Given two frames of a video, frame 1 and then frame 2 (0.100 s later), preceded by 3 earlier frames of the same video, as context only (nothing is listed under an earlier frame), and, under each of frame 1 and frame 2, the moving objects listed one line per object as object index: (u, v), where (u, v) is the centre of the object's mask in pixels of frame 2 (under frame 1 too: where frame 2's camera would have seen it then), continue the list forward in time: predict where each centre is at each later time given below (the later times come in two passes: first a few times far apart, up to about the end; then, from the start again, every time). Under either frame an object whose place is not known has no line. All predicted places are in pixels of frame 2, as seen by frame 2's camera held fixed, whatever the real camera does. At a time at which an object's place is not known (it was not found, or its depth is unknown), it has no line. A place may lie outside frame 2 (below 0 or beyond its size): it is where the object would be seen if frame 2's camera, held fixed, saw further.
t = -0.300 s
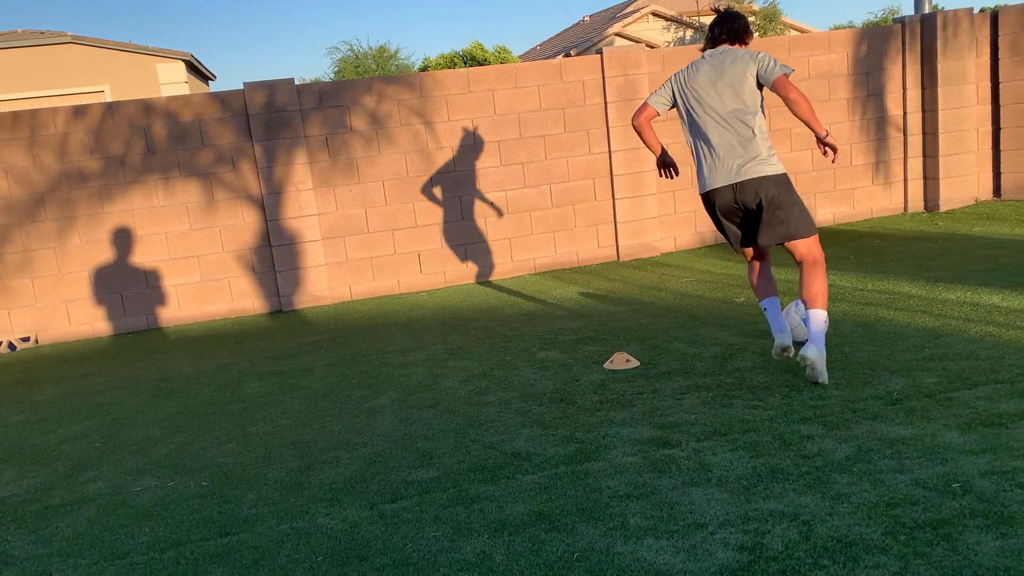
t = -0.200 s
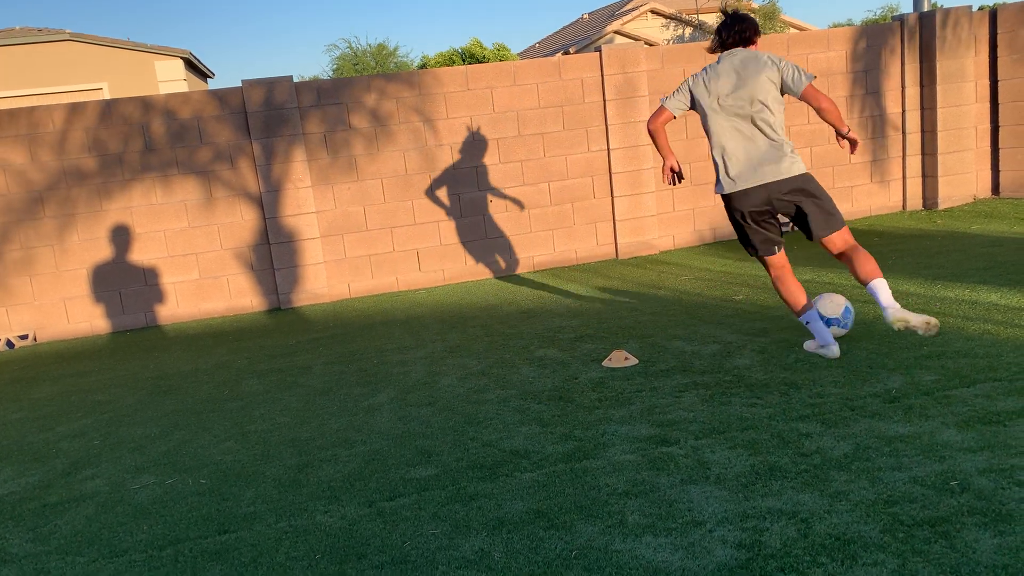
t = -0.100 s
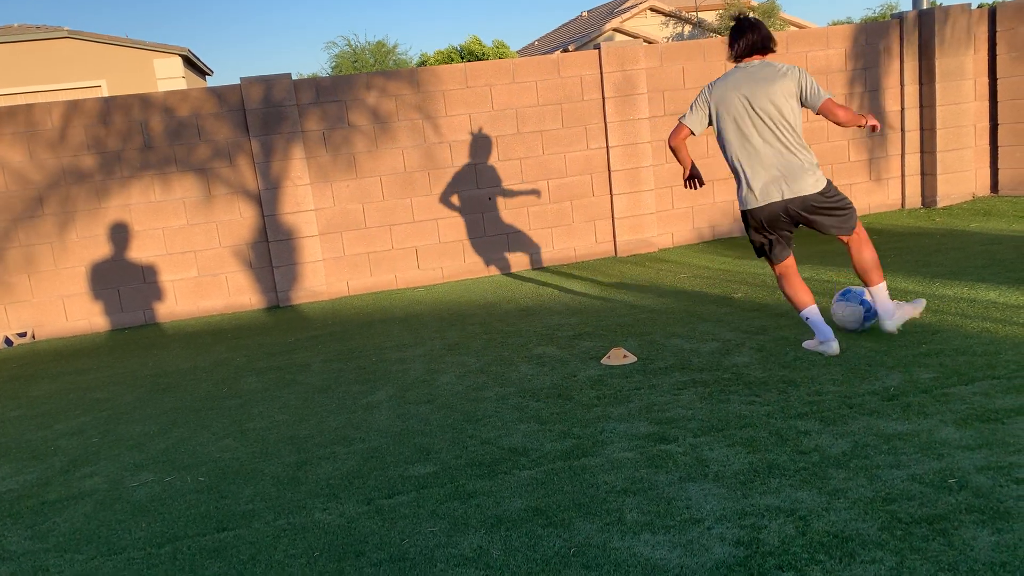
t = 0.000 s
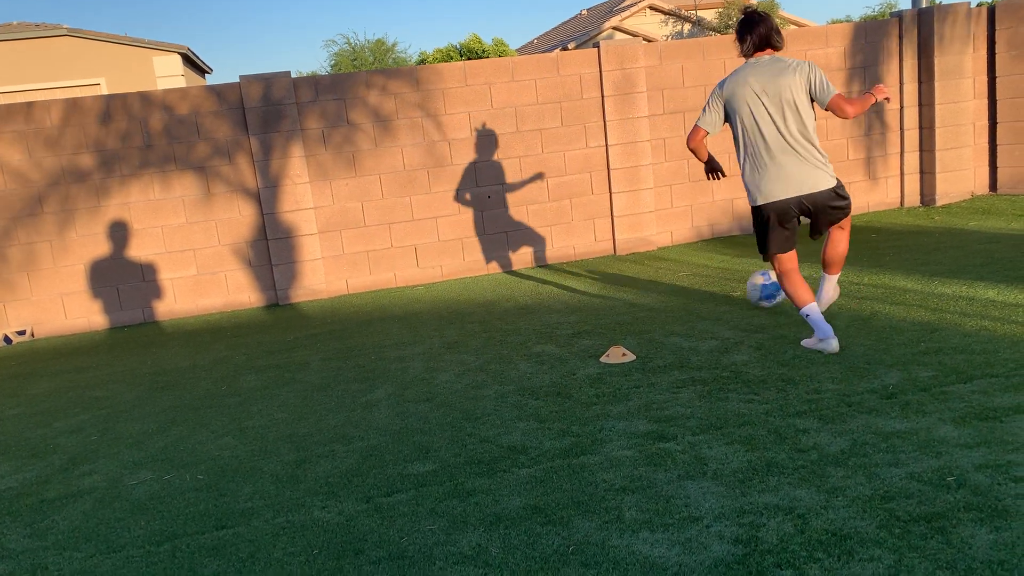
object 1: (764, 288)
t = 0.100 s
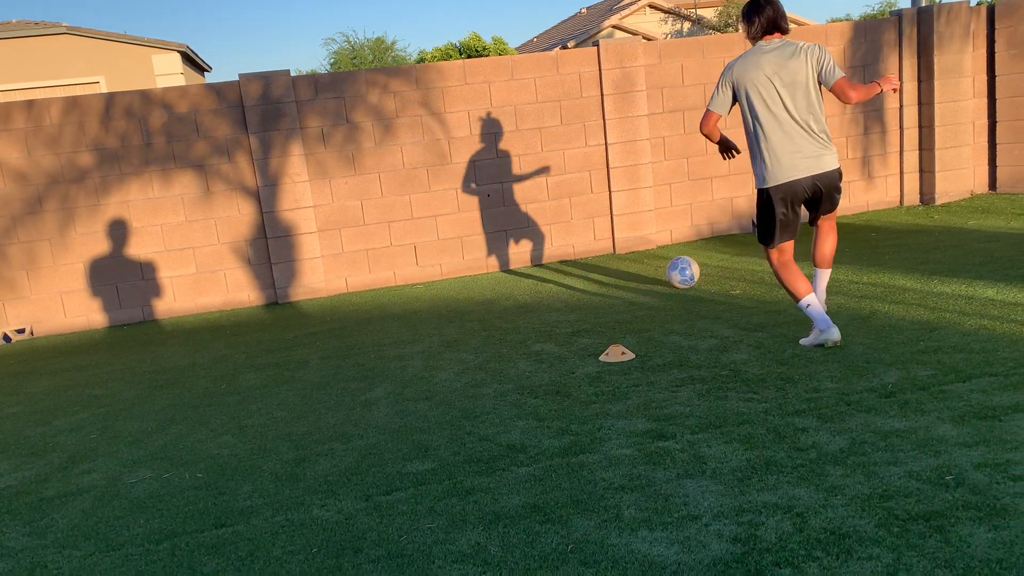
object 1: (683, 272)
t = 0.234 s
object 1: (609, 257)
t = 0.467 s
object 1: (599, 259)
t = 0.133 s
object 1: (662, 268)
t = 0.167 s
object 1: (642, 264)
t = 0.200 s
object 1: (625, 261)
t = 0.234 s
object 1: (609, 257)
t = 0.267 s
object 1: (595, 253)
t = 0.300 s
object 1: (582, 250)
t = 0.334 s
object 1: (578, 248)
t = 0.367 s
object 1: (582, 249)
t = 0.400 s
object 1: (587, 251)
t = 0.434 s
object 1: (593, 254)
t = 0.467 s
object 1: (599, 259)
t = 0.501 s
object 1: (605, 265)
